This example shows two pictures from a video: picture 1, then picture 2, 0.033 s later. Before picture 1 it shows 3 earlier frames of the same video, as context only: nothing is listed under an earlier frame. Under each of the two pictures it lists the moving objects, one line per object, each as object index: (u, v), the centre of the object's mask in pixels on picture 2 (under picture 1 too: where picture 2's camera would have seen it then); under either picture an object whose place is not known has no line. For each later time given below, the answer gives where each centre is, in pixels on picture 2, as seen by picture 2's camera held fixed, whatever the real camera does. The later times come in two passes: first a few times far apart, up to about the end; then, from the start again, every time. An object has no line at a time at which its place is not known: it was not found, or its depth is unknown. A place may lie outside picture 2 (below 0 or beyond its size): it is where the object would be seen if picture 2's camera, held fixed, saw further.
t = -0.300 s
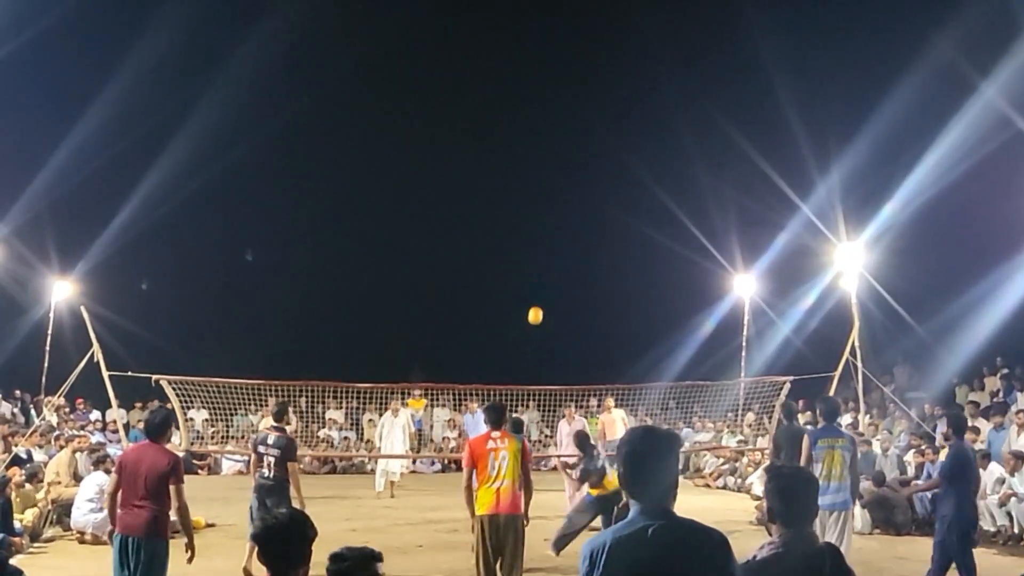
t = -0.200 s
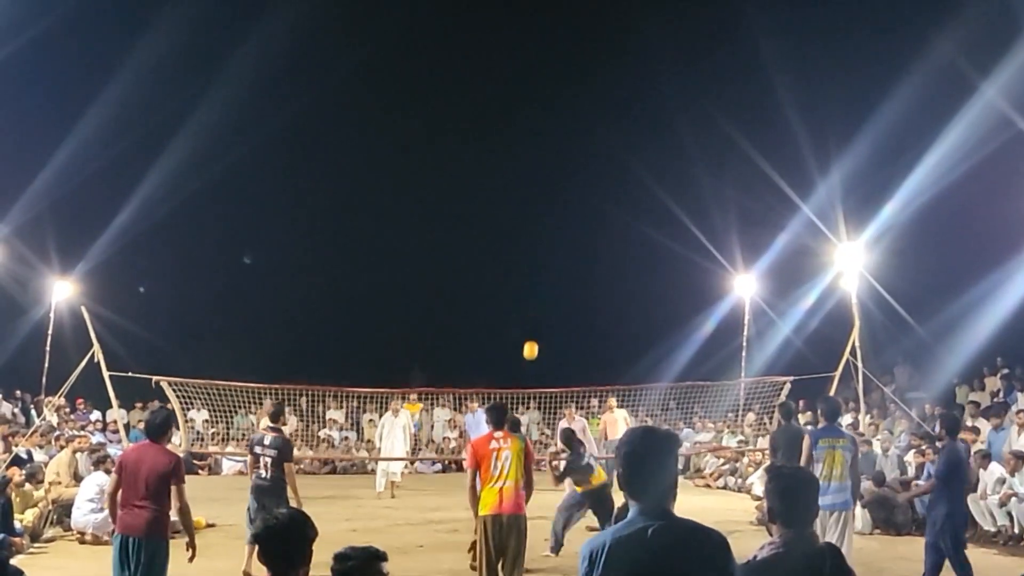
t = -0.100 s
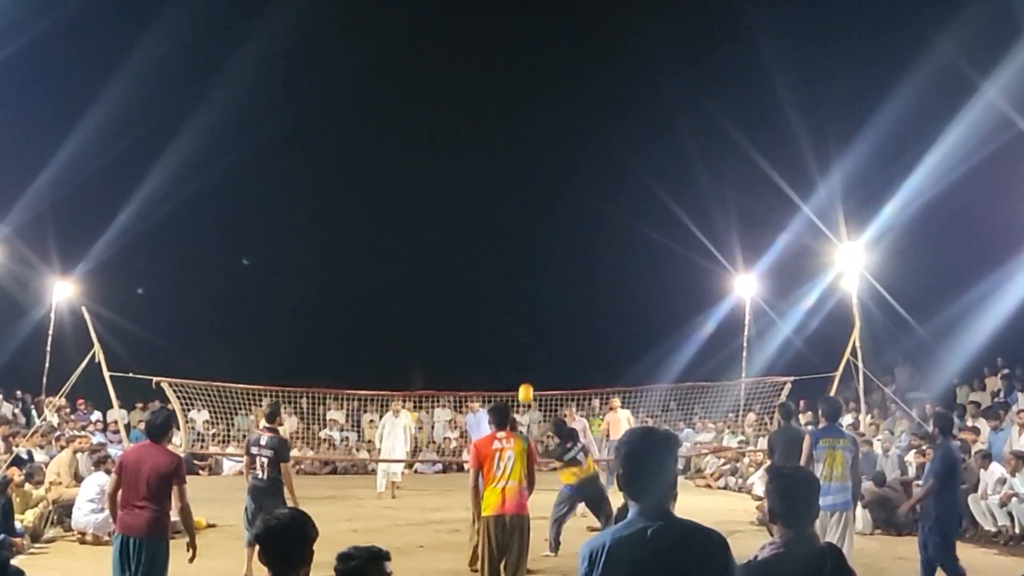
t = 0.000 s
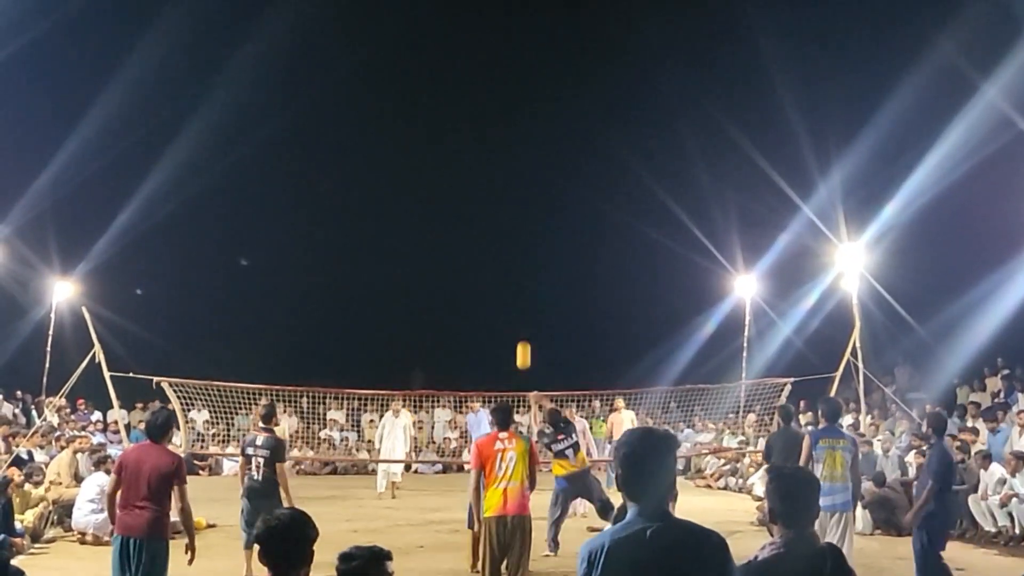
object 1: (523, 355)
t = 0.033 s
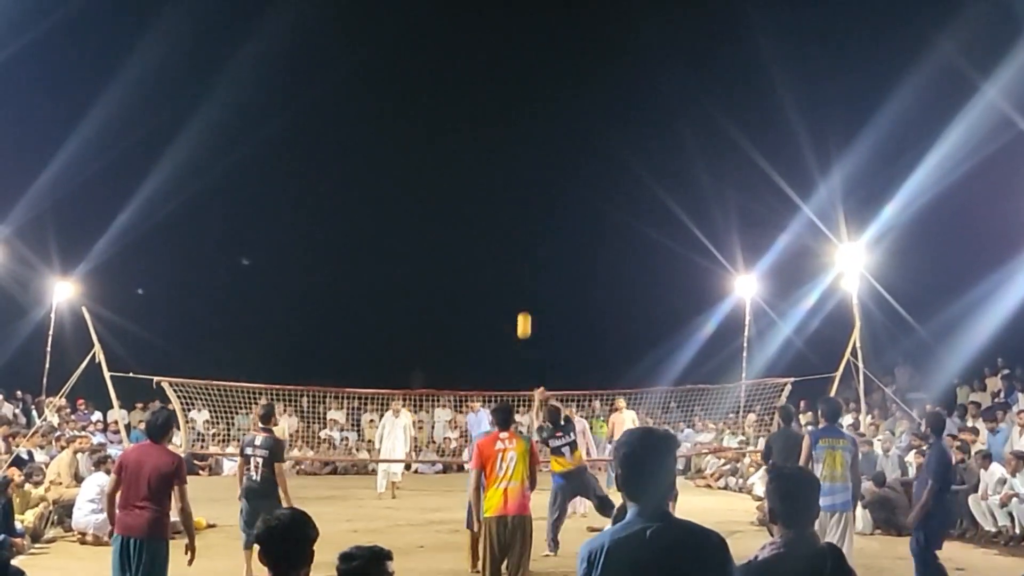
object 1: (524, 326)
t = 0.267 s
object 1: (524, 179)
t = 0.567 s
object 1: (522, 98)
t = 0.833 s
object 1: (519, 89)
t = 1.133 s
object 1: (516, 126)
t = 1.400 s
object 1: (512, 191)
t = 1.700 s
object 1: (507, 292)
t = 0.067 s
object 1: (524, 299)
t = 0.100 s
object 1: (524, 274)
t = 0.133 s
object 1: (524, 252)
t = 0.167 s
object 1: (524, 231)
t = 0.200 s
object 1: (524, 212)
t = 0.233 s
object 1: (524, 195)
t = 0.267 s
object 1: (524, 179)
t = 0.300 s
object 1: (524, 166)
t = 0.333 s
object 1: (524, 153)
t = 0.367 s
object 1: (524, 141)
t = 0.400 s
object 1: (523, 132)
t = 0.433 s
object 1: (523, 123)
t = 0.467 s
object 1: (523, 115)
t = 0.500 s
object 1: (522, 109)
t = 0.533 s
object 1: (522, 103)
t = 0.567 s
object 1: (522, 98)
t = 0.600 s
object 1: (521, 94)
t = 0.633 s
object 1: (521, 91)
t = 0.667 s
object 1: (520, 89)
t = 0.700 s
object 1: (520, 88)
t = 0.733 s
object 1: (520, 87)
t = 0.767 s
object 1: (519, 87)
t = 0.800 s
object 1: (519, 88)
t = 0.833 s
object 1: (519, 89)
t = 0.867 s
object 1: (518, 91)
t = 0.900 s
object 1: (518, 94)
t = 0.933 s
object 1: (517, 97)
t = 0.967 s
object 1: (517, 100)
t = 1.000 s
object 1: (517, 104)
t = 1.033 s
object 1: (517, 109)
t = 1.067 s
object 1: (517, 114)
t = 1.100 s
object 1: (516, 120)
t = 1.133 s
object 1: (516, 126)
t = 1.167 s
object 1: (515, 133)
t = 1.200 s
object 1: (515, 140)
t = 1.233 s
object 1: (514, 147)
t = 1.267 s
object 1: (514, 155)
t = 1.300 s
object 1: (513, 164)
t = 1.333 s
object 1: (513, 173)
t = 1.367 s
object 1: (512, 182)
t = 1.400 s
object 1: (512, 191)
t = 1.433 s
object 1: (511, 201)
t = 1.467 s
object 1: (511, 211)
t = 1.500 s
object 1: (510, 222)
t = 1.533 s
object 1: (510, 233)
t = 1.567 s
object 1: (509, 244)
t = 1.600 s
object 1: (508, 256)
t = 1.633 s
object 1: (508, 267)
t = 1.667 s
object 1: (507, 280)
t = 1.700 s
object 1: (507, 292)
